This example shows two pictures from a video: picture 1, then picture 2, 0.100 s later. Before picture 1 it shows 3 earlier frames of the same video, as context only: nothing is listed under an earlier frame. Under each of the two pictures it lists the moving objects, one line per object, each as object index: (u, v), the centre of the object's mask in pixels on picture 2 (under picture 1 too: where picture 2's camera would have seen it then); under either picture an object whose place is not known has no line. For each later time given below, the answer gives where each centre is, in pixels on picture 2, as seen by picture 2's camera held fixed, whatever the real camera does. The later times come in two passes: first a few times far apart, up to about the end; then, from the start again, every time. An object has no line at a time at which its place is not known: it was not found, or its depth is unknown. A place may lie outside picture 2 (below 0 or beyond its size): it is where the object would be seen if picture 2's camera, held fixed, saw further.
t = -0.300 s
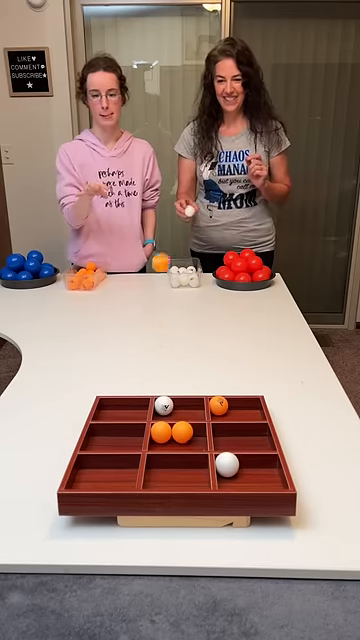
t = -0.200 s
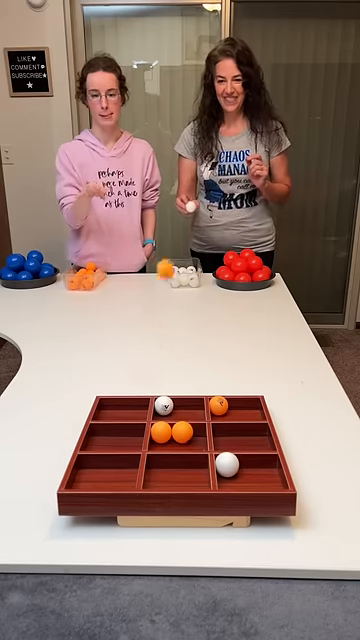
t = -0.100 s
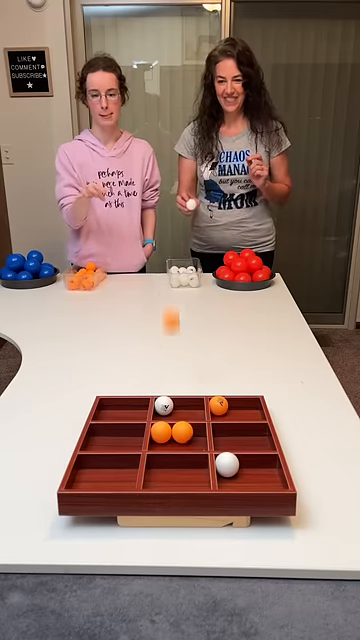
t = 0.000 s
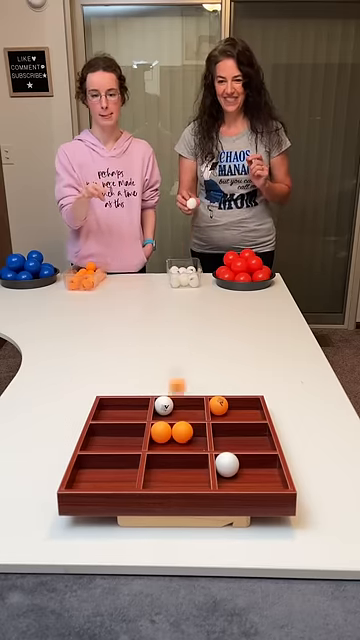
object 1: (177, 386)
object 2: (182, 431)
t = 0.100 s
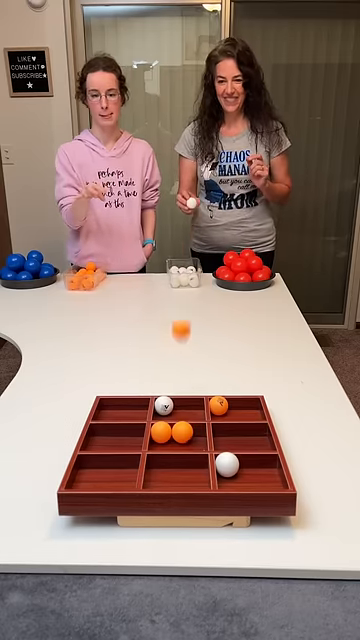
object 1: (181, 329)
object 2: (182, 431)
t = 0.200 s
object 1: (184, 311)
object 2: (182, 431)
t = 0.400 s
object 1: (192, 411)
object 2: (182, 431)
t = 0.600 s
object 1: (256, 435)
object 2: (185, 430)
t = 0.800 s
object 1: (229, 426)
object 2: (188, 432)
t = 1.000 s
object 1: (248, 438)
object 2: (190, 432)
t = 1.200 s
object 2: (191, 431)
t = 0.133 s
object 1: (182, 317)
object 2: (182, 431)
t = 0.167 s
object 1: (183, 312)
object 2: (182, 431)
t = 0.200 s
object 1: (184, 311)
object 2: (182, 431)
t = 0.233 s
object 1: (185, 315)
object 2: (182, 431)
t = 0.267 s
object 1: (186, 324)
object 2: (182, 431)
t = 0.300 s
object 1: (188, 340)
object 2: (182, 431)
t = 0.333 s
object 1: (188, 358)
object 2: (182, 431)
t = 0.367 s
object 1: (189, 384)
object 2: (182, 431)
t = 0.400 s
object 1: (192, 411)
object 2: (182, 431)
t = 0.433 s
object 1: (203, 412)
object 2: (186, 425)
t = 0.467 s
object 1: (219, 416)
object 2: (189, 423)
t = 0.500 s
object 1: (232, 421)
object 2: (194, 426)
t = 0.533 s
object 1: (246, 434)
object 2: (192, 430)
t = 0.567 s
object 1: (258, 441)
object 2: (189, 428)
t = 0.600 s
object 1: (256, 435)
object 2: (185, 430)
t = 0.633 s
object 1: (248, 428)
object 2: (182, 430)
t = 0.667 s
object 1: (239, 428)
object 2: (184, 431)
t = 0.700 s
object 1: (230, 431)
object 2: (186, 431)
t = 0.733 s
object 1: (223, 435)
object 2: (186, 432)
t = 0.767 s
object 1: (226, 428)
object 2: (187, 432)
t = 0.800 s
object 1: (229, 426)
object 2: (188, 432)
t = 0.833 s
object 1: (233, 430)
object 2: (188, 432)
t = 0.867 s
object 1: (236, 431)
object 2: (189, 432)
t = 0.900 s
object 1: (239, 433)
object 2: (189, 432)
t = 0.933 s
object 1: (242, 435)
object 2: (189, 432)
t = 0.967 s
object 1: (245, 437)
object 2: (189, 432)
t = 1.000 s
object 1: (248, 438)
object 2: (190, 432)
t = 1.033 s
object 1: (251, 439)
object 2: (190, 432)
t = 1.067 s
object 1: (254, 440)
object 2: (190, 432)
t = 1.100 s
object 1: (256, 440)
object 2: (190, 432)
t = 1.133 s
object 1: (256, 439)
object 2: (190, 432)
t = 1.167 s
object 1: (259, 440)
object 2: (190, 432)
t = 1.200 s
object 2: (191, 431)
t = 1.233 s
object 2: (191, 432)
